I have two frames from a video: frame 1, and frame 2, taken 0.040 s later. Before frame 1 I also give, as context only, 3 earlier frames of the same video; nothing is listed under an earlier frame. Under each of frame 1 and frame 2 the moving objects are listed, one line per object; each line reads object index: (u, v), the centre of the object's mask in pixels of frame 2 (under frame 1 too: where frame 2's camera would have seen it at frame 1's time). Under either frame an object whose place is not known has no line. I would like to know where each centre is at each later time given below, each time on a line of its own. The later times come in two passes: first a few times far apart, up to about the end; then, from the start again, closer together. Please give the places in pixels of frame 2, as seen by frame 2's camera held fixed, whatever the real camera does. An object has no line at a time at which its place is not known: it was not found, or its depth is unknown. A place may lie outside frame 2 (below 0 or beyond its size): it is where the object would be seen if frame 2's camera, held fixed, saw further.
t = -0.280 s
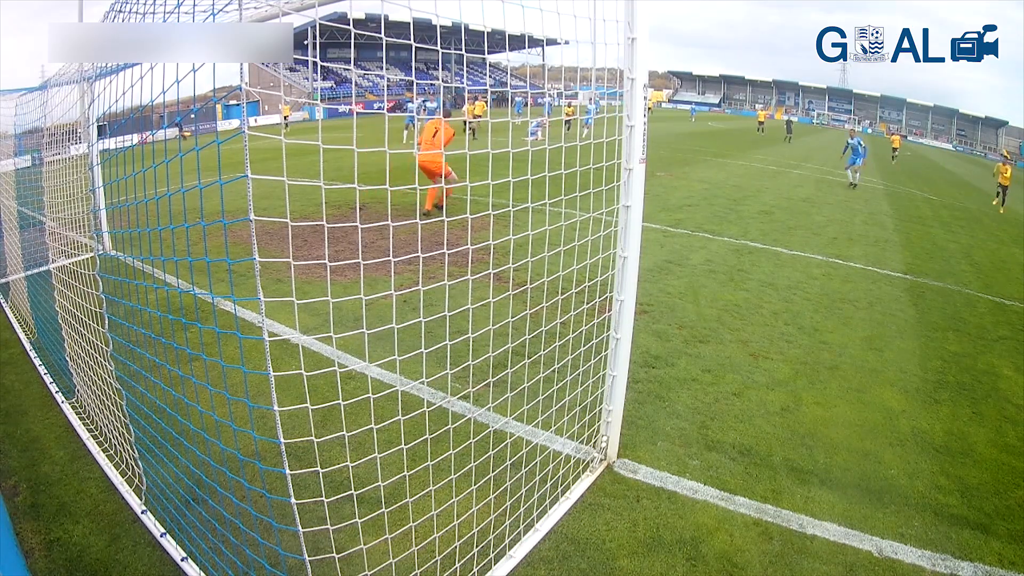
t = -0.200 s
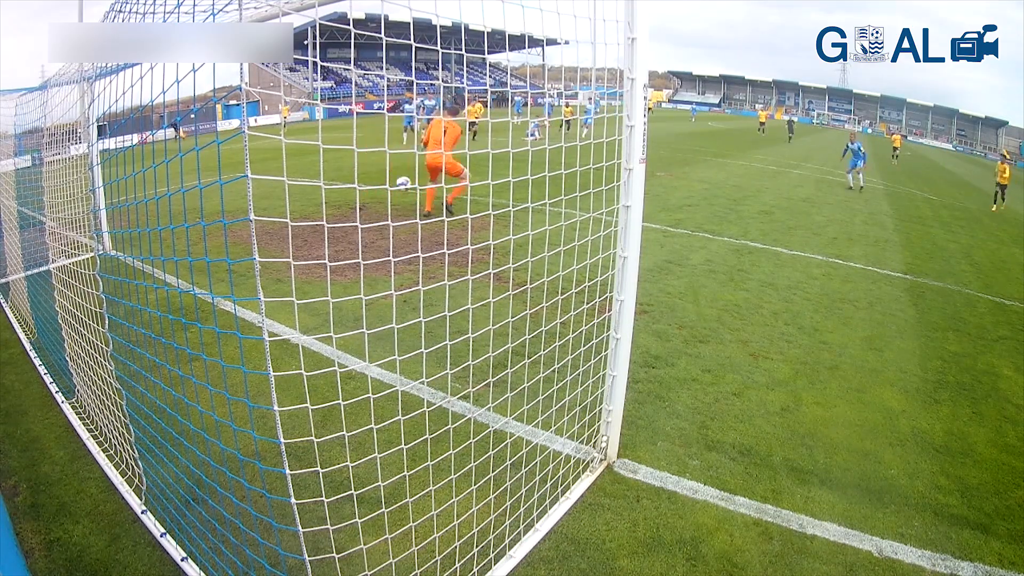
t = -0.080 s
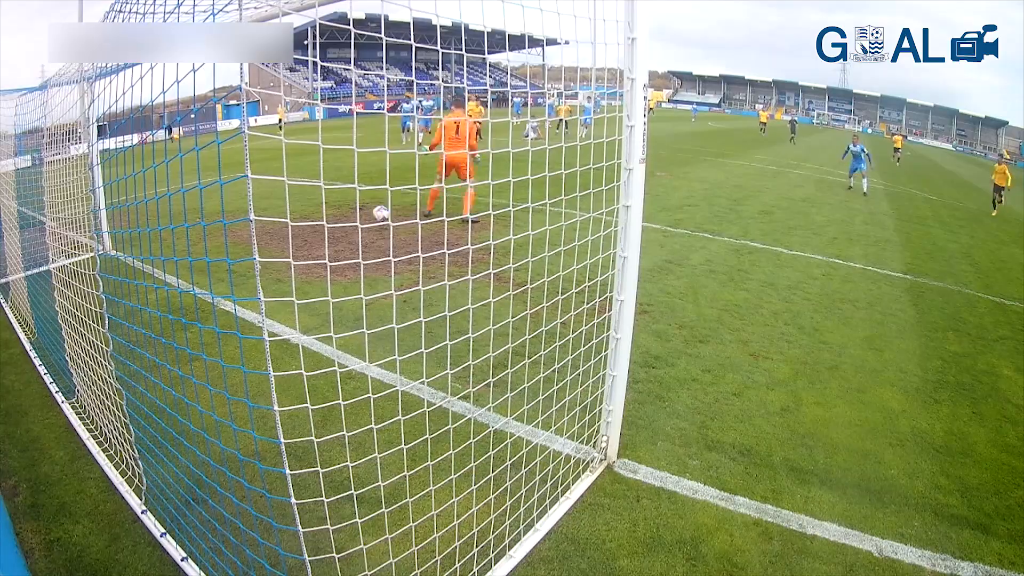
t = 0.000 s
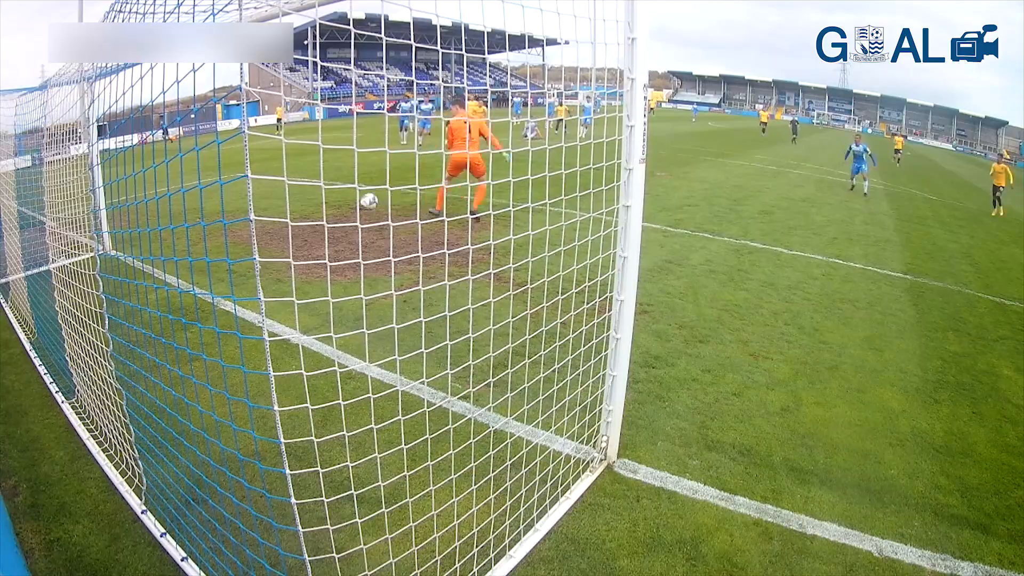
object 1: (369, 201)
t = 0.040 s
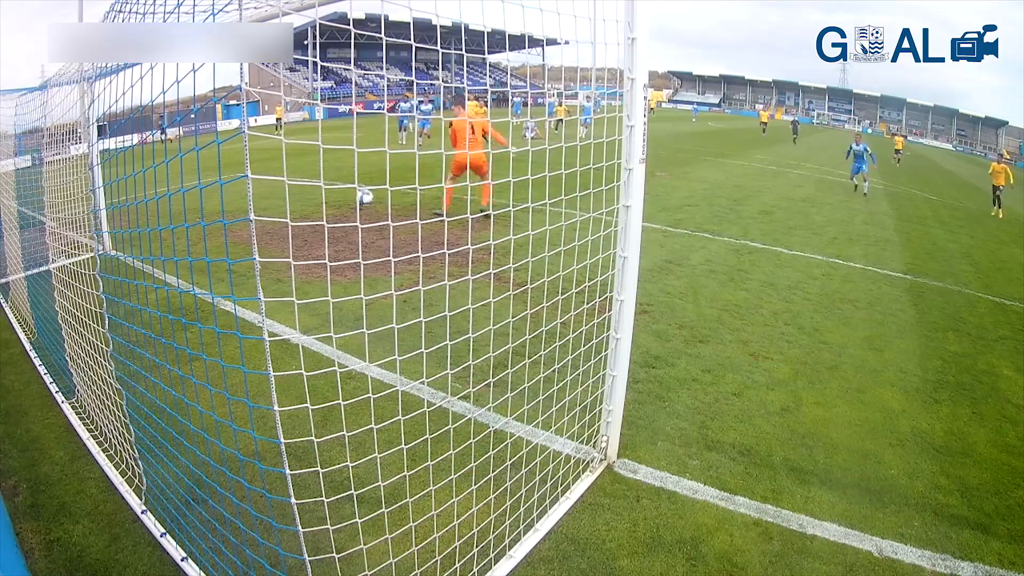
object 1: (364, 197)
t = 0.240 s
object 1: (334, 193)
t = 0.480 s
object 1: (293, 232)
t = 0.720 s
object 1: (246, 270)
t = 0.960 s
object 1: (200, 296)
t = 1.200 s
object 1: (142, 340)
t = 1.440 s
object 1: (78, 388)
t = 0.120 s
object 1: (351, 192)
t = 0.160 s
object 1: (347, 191)
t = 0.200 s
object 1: (339, 191)
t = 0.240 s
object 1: (334, 193)
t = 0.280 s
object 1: (328, 195)
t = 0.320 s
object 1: (319, 200)
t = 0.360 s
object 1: (314, 205)
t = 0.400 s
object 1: (305, 214)
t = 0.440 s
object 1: (299, 223)
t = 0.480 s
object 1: (293, 232)
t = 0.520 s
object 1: (283, 248)
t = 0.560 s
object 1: (278, 262)
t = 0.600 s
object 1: (270, 278)
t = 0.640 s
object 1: (262, 274)
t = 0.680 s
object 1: (256, 271)
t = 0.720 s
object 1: (246, 270)
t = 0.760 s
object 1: (240, 270)
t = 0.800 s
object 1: (230, 271)
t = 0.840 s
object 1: (223, 274)
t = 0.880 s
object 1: (217, 278)
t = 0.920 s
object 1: (206, 288)
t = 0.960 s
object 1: (200, 296)
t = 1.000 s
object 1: (190, 309)
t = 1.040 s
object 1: (184, 322)
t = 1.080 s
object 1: (178, 333)
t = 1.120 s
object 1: (165, 334)
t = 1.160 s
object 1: (156, 336)
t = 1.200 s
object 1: (142, 340)
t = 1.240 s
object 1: (131, 349)
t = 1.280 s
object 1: (122, 356)
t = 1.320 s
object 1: (111, 371)
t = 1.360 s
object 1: (102, 377)
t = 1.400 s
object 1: (87, 383)
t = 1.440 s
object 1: (78, 388)
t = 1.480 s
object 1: (70, 393)
